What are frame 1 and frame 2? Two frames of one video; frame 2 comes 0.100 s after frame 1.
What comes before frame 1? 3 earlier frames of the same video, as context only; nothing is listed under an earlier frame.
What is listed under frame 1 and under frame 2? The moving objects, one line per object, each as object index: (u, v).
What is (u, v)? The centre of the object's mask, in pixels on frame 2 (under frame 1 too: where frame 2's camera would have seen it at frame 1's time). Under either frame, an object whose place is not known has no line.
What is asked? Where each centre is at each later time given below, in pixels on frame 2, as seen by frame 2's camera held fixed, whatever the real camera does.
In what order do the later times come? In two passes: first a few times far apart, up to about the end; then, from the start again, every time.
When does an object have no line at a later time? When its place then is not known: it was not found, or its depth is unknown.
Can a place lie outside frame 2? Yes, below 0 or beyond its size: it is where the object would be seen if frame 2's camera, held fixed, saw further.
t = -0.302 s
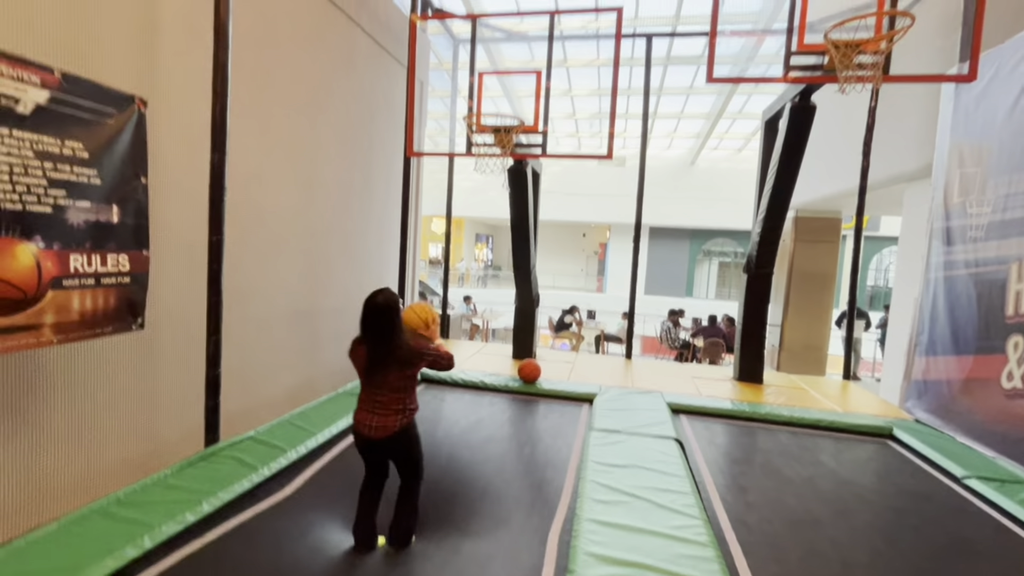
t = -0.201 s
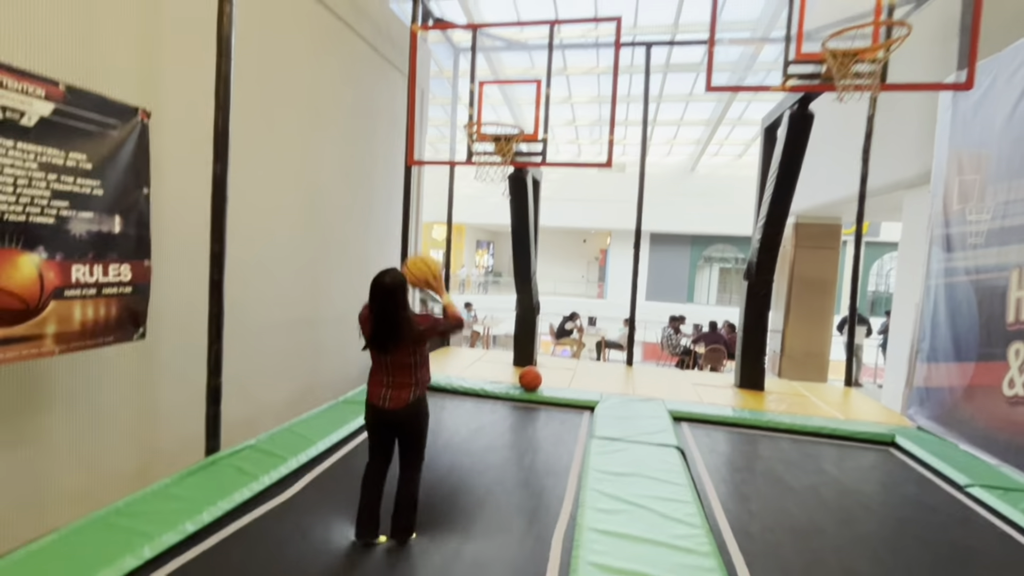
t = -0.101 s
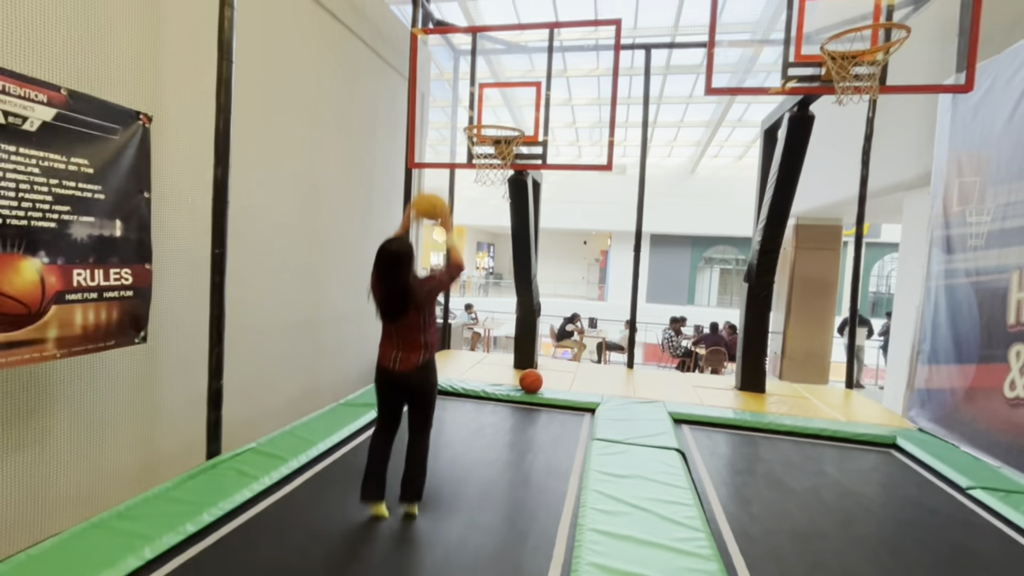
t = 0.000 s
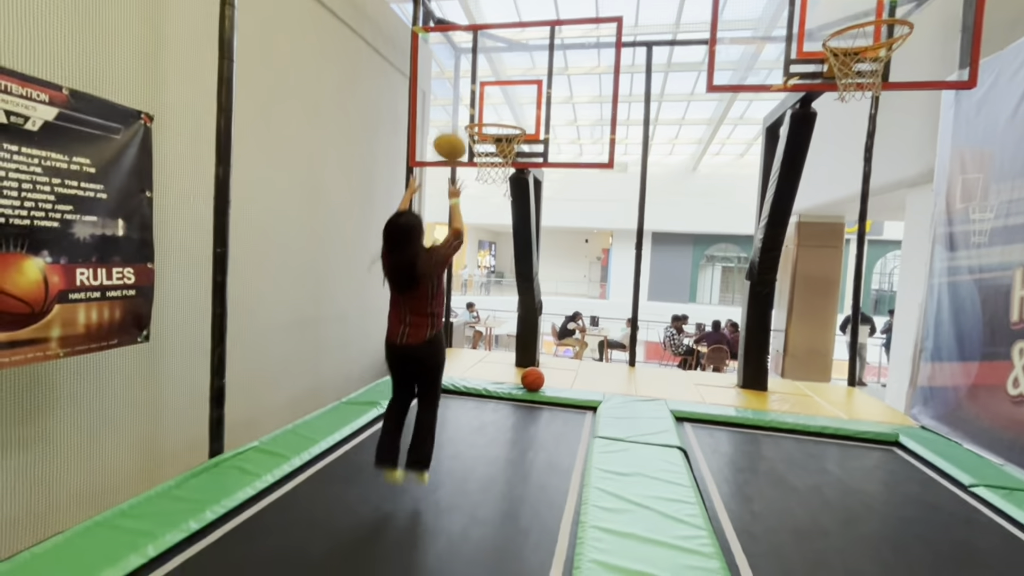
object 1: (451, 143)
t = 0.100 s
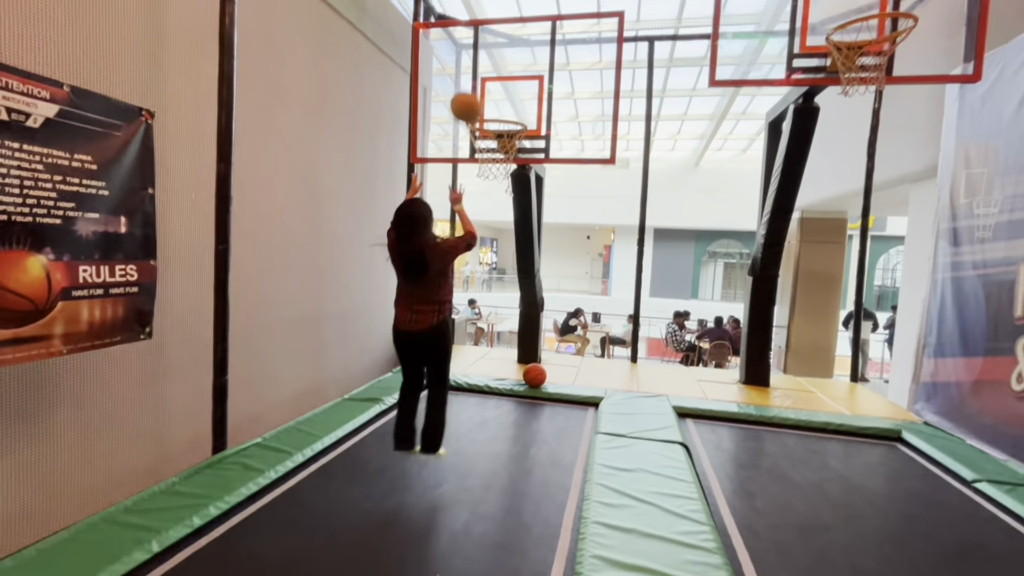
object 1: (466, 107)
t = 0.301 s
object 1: (487, 88)
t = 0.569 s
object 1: (492, 121)
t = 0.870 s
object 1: (491, 158)
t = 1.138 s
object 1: (504, 237)
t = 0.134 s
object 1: (470, 99)
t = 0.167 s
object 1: (474, 94)
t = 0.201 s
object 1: (478, 90)
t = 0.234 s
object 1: (481, 88)
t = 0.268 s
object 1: (485, 88)
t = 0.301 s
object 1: (487, 88)
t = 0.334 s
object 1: (490, 90)
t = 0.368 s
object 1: (493, 94)
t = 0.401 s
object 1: (496, 99)
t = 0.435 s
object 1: (498, 105)
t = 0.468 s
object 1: (498, 107)
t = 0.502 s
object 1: (496, 109)
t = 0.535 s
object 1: (494, 115)
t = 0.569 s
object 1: (492, 121)
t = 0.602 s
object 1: (489, 128)
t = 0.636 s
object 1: (486, 137)
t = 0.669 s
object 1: (485, 144)
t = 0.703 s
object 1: (483, 148)
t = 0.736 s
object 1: (483, 149)
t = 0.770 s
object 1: (485, 150)
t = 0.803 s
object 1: (486, 151)
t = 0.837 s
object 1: (488, 154)
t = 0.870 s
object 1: (491, 158)
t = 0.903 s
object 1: (492, 162)
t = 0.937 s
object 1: (494, 169)
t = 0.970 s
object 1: (496, 178)
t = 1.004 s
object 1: (497, 187)
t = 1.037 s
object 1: (499, 197)
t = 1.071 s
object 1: (501, 210)
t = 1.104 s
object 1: (502, 224)
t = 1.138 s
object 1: (504, 237)
